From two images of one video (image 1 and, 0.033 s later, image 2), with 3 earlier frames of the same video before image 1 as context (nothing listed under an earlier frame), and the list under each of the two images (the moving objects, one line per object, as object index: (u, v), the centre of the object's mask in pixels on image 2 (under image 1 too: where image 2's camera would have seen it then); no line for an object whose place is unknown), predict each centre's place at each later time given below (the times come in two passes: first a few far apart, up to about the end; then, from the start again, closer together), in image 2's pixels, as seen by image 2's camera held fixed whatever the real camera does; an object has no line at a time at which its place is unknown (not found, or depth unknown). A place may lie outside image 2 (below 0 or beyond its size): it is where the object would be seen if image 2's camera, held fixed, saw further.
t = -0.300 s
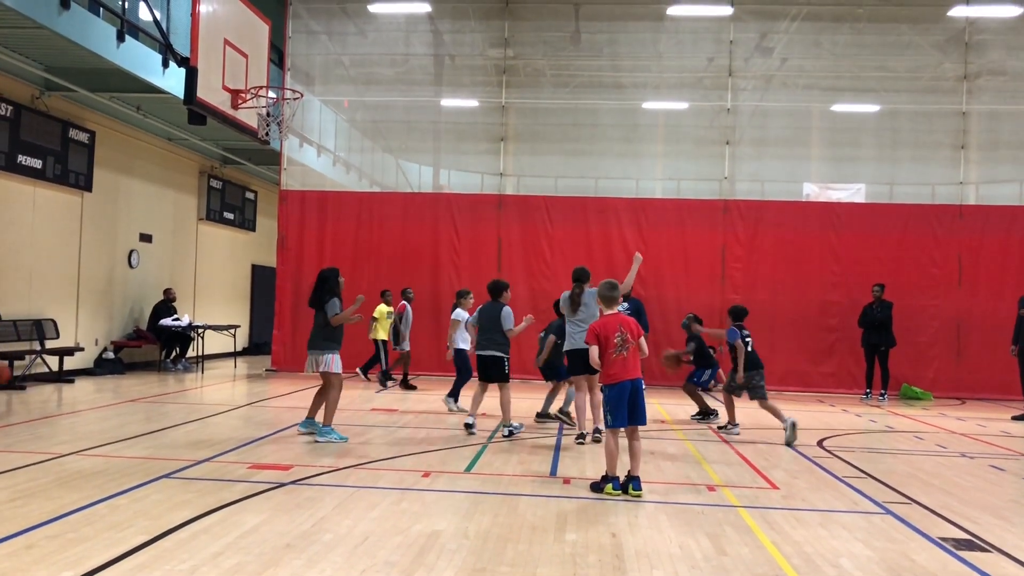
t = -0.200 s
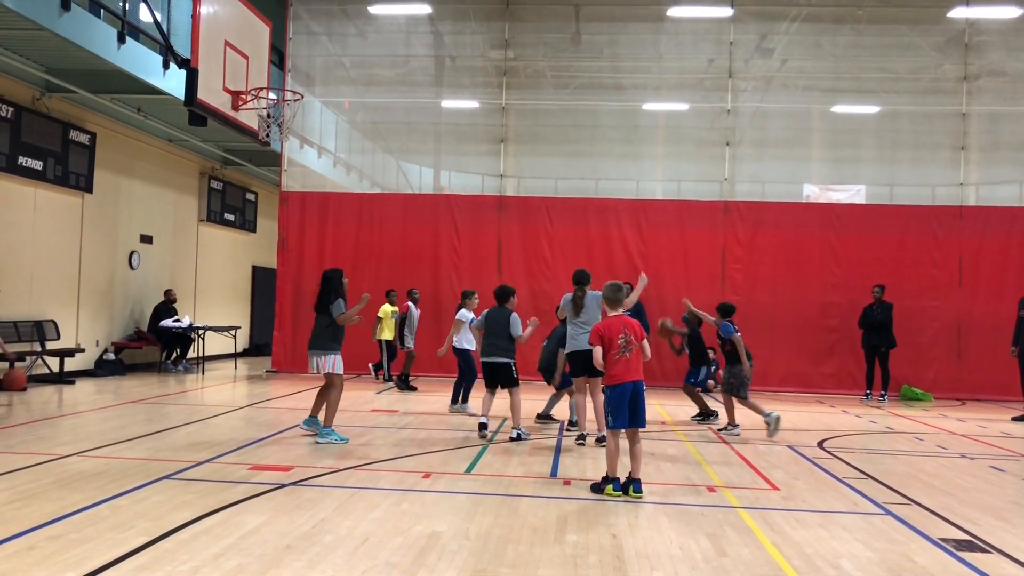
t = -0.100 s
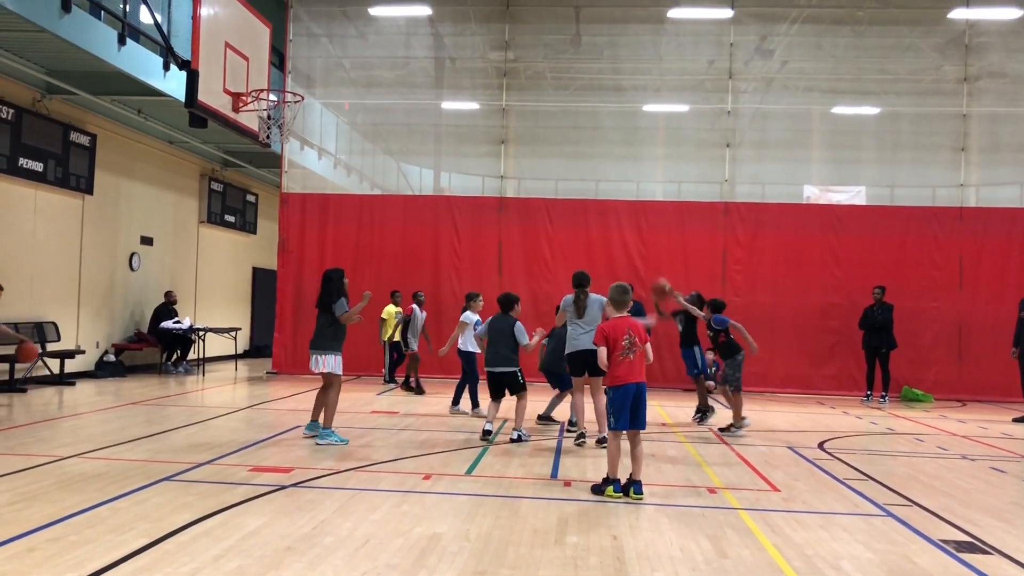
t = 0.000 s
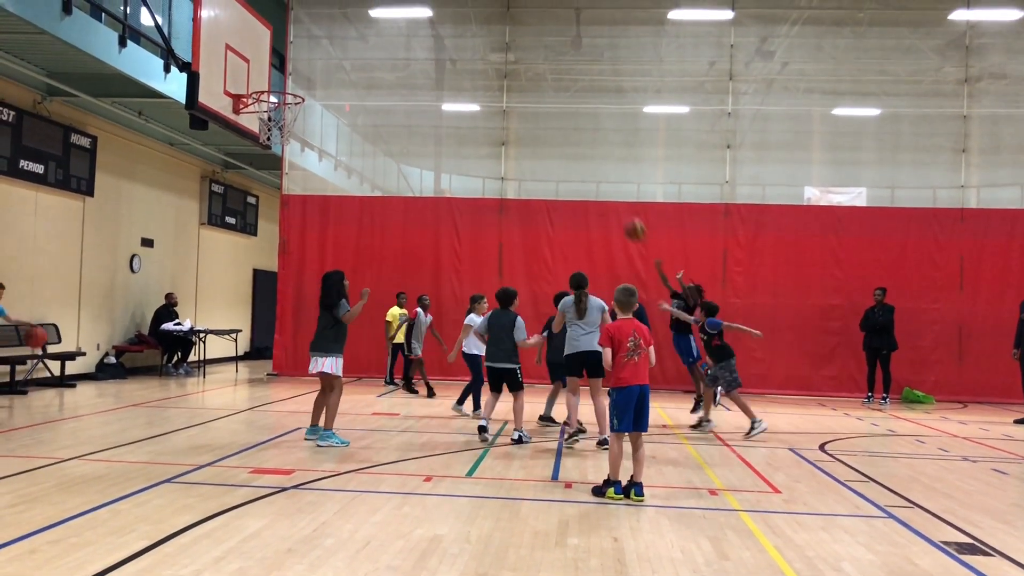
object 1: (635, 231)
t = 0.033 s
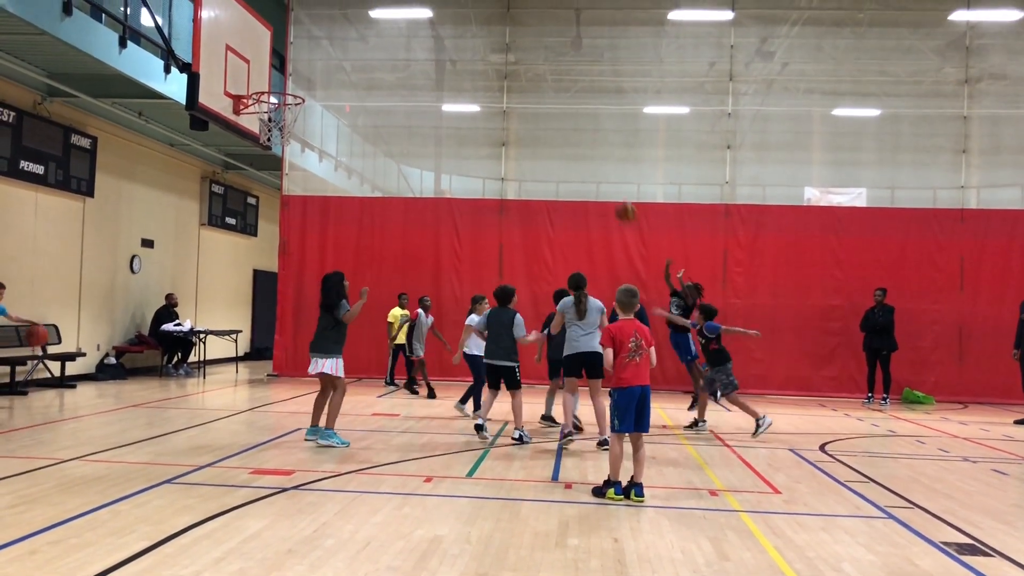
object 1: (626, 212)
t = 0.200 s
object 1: (576, 128)
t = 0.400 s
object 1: (516, 57)
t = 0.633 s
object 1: (439, 18)
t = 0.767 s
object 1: (392, 19)
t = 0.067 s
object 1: (615, 192)
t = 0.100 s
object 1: (606, 176)
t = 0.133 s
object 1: (596, 159)
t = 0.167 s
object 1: (586, 143)
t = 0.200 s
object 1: (576, 128)
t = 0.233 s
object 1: (566, 114)
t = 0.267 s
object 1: (557, 101)
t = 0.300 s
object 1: (547, 89)
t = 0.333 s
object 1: (536, 77)
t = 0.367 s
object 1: (526, 67)
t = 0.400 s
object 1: (516, 57)
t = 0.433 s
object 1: (505, 48)
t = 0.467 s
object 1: (494, 41)
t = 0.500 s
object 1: (484, 35)
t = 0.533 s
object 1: (473, 29)
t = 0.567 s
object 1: (461, 24)
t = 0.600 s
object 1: (450, 21)
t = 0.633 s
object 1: (439, 18)
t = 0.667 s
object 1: (428, 17)
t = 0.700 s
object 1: (416, 17)
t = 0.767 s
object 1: (392, 19)
